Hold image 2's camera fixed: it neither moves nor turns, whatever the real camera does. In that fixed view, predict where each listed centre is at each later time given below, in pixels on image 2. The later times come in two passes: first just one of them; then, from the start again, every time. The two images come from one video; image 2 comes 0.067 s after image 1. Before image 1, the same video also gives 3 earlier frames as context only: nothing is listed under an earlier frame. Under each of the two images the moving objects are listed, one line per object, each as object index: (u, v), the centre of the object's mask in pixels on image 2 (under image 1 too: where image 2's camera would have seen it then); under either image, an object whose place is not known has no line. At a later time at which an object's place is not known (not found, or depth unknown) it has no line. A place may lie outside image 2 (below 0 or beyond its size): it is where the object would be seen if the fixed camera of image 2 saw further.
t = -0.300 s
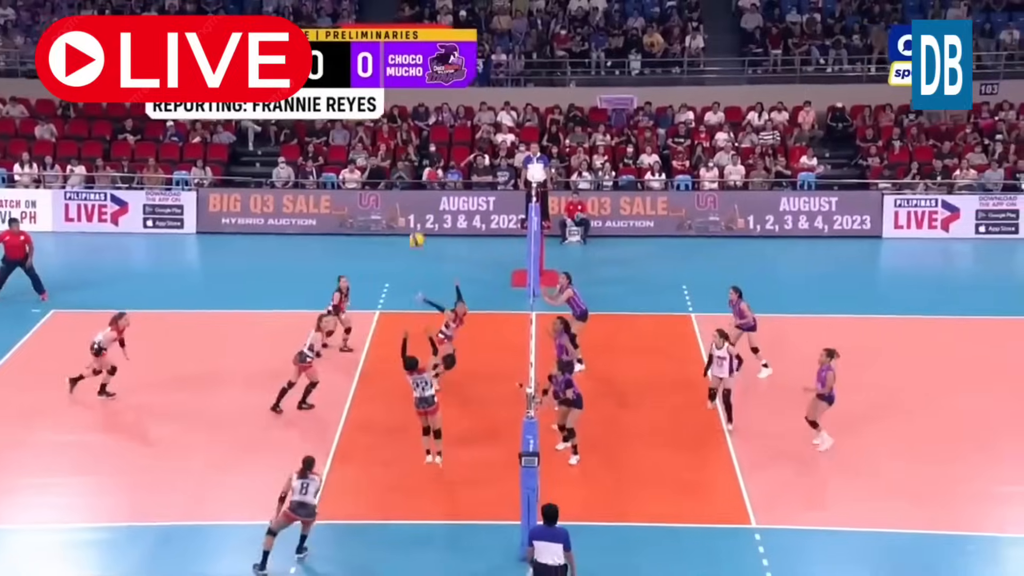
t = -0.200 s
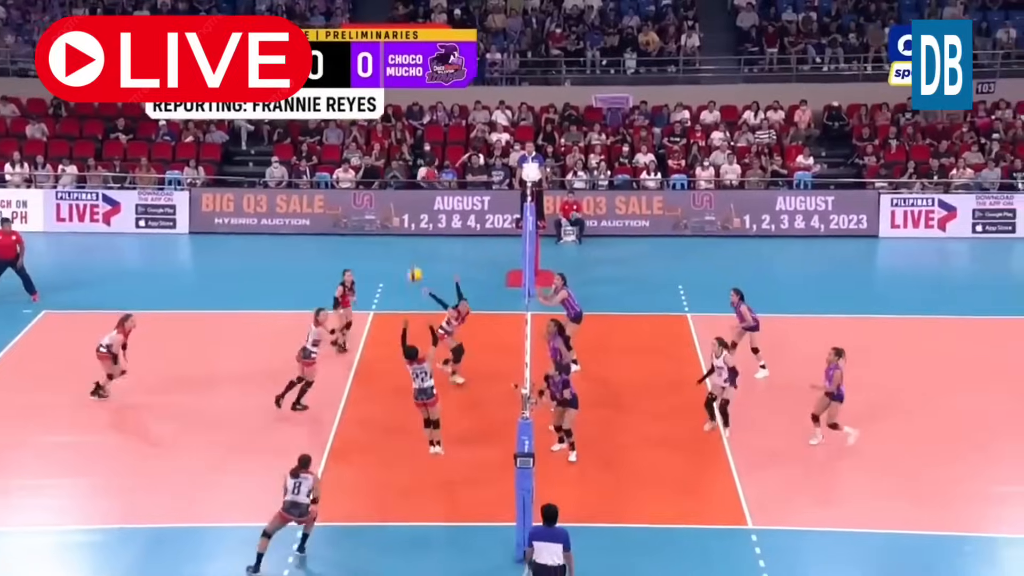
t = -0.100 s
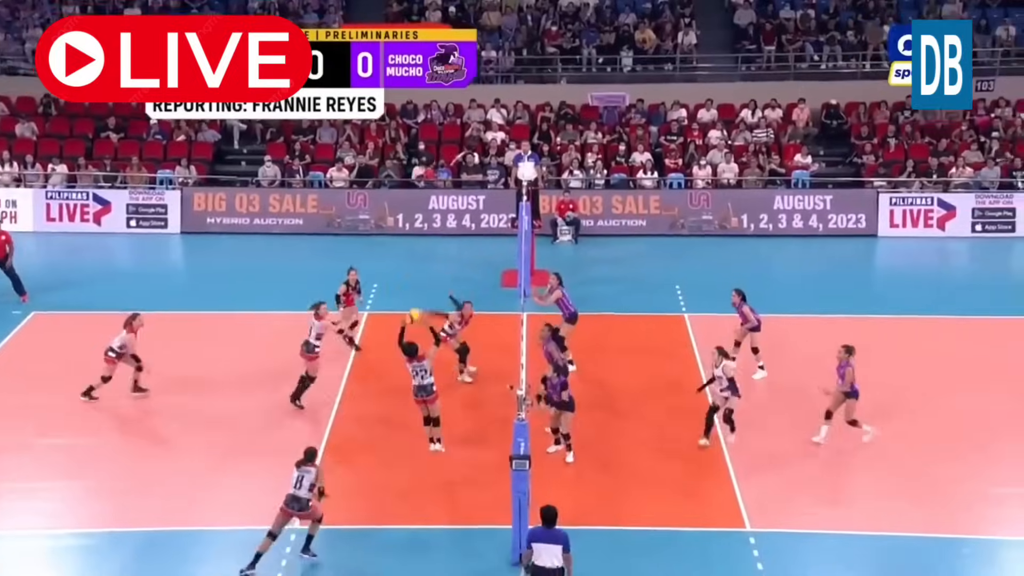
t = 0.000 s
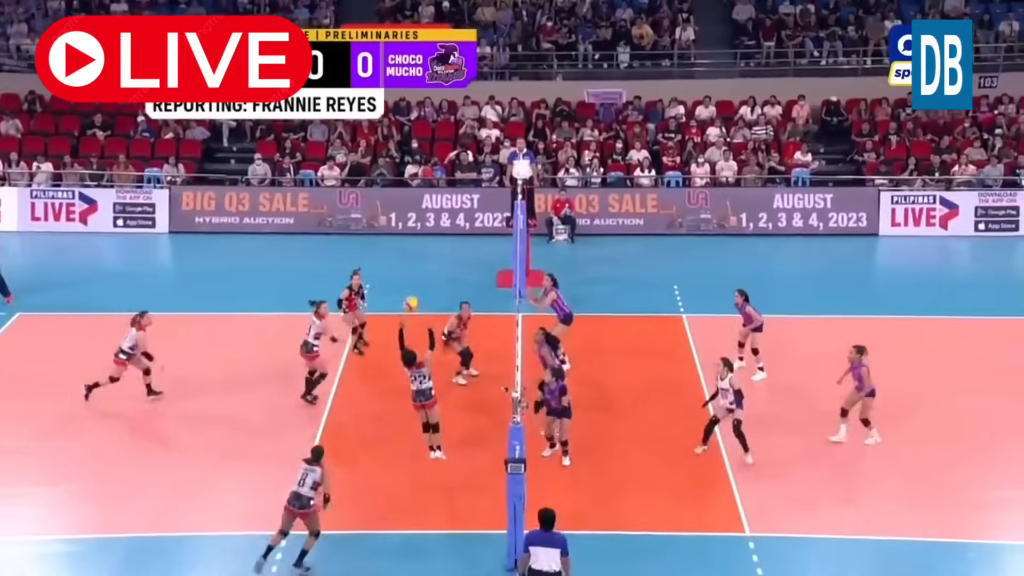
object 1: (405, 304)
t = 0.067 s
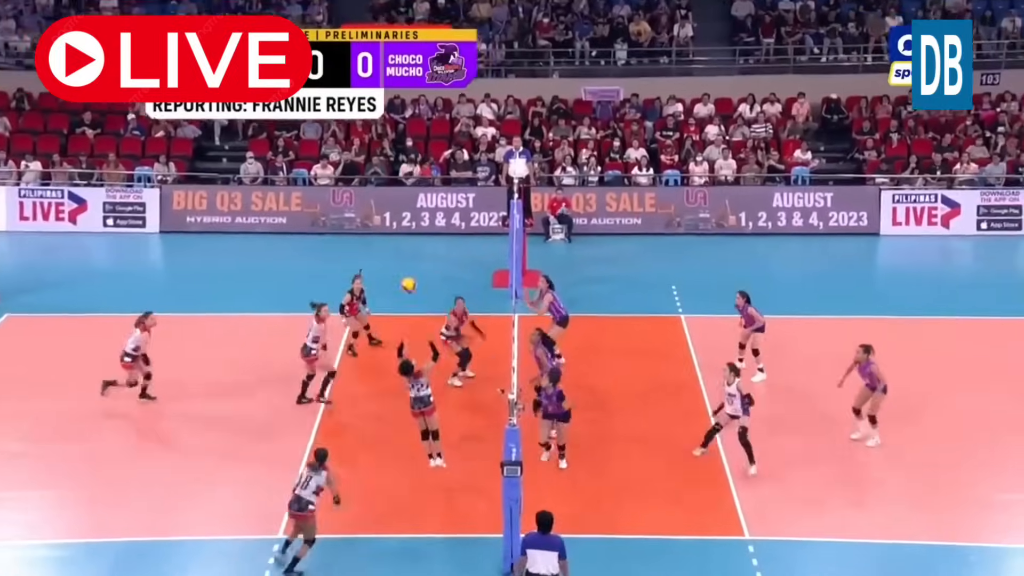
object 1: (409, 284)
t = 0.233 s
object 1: (413, 250)
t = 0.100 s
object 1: (410, 277)
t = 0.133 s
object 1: (411, 269)
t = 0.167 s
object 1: (412, 261)
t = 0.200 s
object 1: (412, 255)
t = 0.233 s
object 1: (413, 250)
